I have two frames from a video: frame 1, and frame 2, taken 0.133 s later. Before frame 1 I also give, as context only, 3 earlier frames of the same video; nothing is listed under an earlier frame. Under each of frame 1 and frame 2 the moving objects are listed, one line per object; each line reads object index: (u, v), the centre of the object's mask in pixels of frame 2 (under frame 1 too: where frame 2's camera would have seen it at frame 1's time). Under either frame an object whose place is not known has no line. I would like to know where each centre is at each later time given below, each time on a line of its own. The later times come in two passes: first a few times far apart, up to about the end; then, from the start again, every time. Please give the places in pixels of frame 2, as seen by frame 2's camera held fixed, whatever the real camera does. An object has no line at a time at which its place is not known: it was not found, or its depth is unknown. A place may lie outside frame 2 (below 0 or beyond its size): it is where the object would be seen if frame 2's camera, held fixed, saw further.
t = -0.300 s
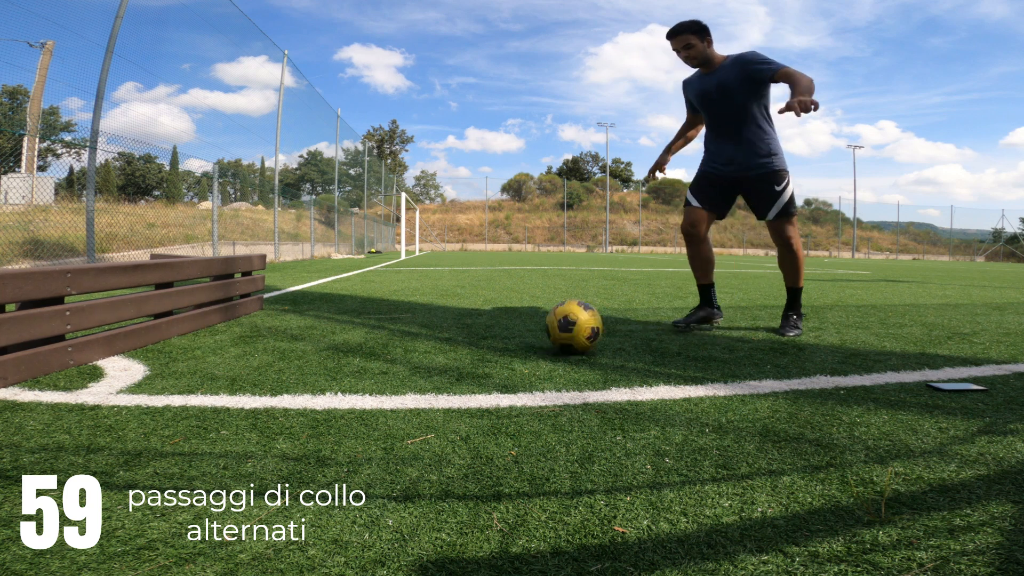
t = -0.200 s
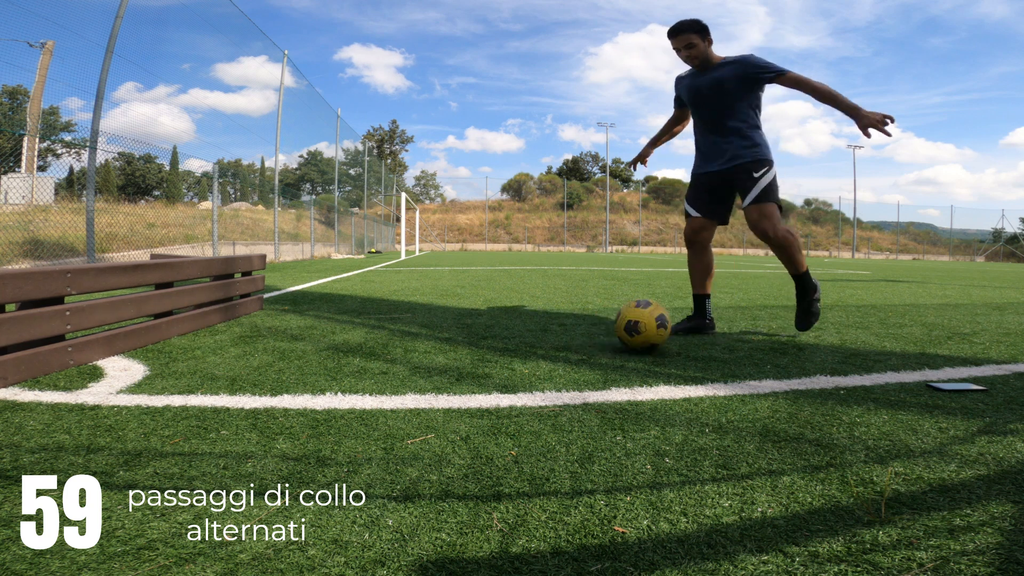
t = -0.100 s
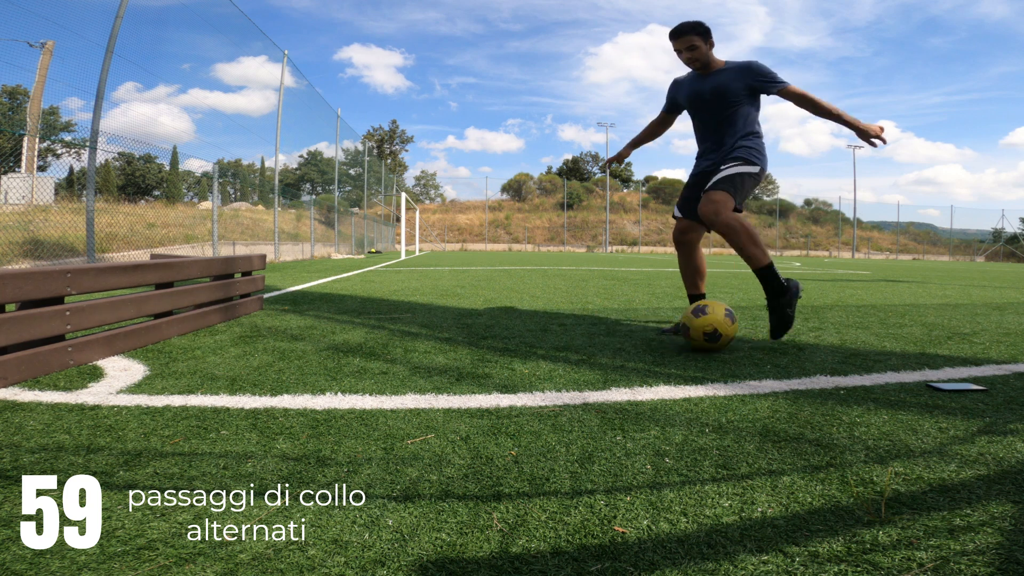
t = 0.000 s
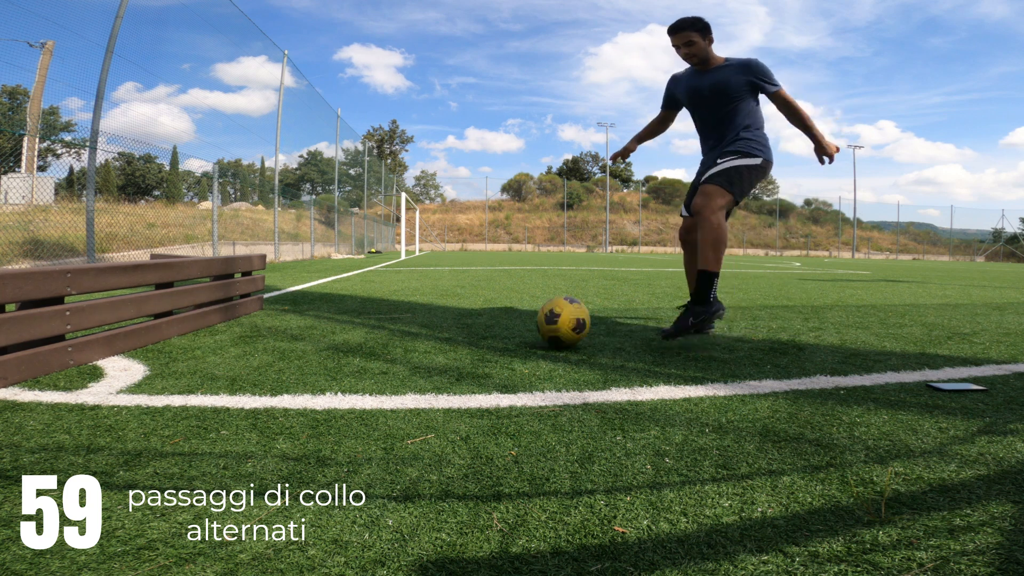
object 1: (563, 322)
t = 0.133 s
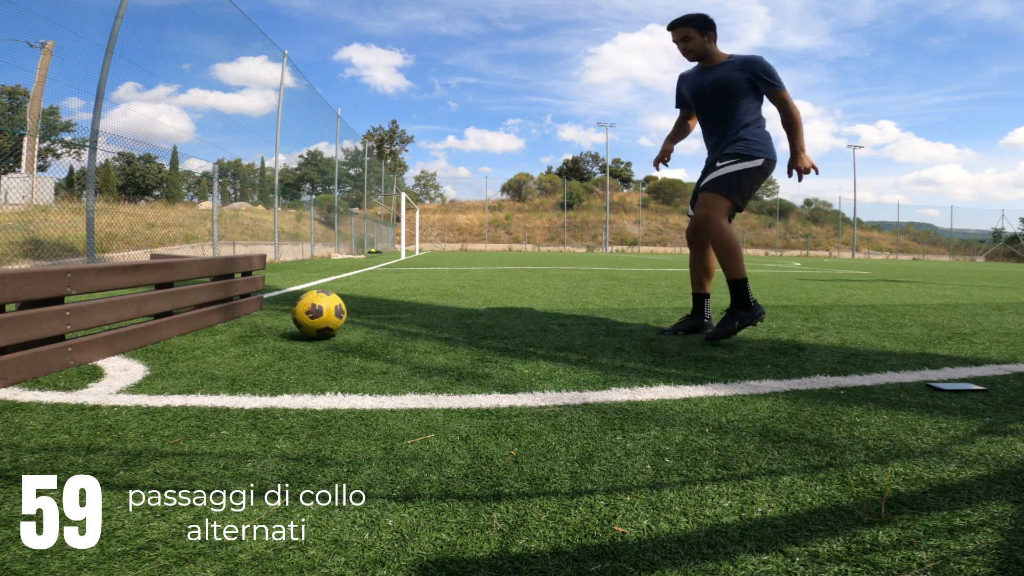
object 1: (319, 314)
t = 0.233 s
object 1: (233, 312)
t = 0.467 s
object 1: (440, 307)
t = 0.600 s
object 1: (526, 308)
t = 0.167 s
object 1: (265, 314)
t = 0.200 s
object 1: (215, 312)
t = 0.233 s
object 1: (233, 312)
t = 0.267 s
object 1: (266, 309)
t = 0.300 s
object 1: (298, 307)
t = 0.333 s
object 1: (331, 306)
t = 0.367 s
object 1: (362, 308)
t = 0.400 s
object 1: (391, 310)
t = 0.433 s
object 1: (416, 307)
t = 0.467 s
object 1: (440, 307)
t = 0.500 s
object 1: (464, 308)
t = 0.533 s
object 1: (487, 310)
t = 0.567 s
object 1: (507, 308)
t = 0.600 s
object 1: (526, 308)
